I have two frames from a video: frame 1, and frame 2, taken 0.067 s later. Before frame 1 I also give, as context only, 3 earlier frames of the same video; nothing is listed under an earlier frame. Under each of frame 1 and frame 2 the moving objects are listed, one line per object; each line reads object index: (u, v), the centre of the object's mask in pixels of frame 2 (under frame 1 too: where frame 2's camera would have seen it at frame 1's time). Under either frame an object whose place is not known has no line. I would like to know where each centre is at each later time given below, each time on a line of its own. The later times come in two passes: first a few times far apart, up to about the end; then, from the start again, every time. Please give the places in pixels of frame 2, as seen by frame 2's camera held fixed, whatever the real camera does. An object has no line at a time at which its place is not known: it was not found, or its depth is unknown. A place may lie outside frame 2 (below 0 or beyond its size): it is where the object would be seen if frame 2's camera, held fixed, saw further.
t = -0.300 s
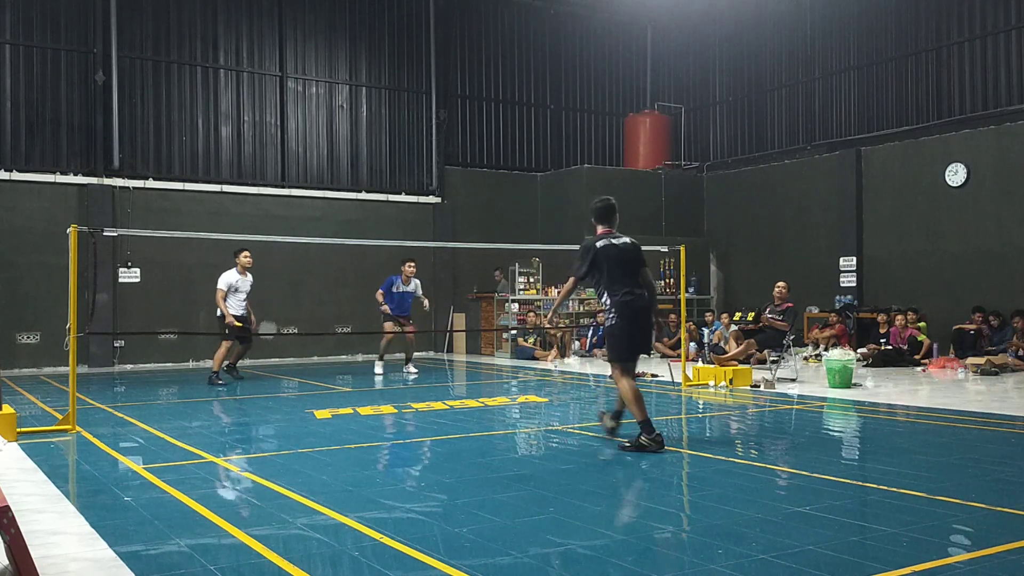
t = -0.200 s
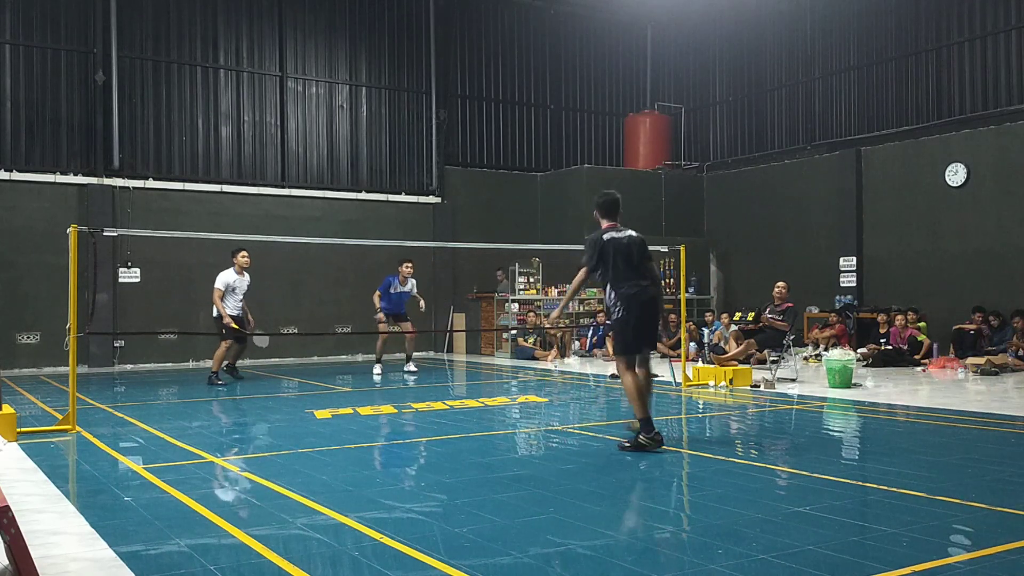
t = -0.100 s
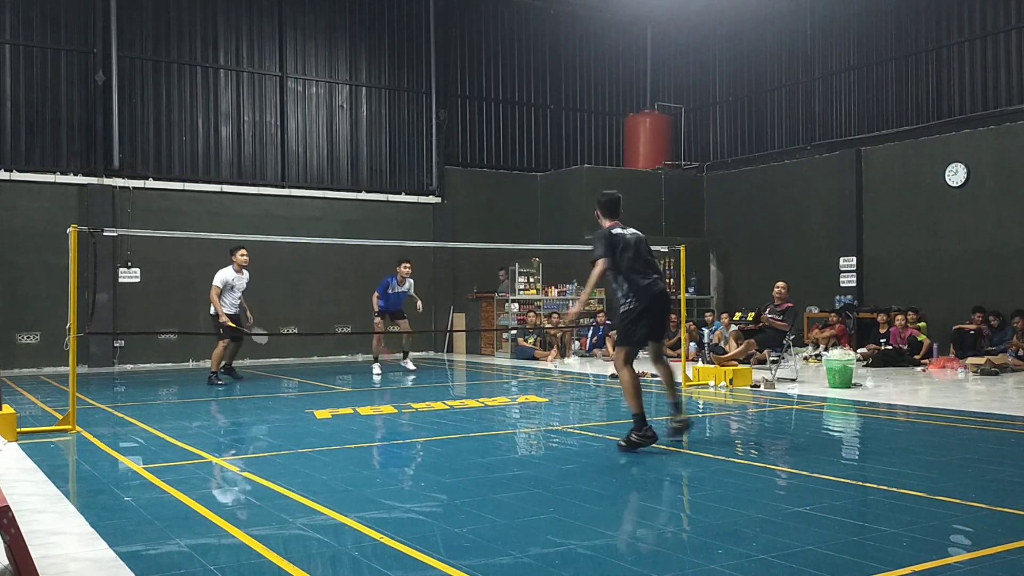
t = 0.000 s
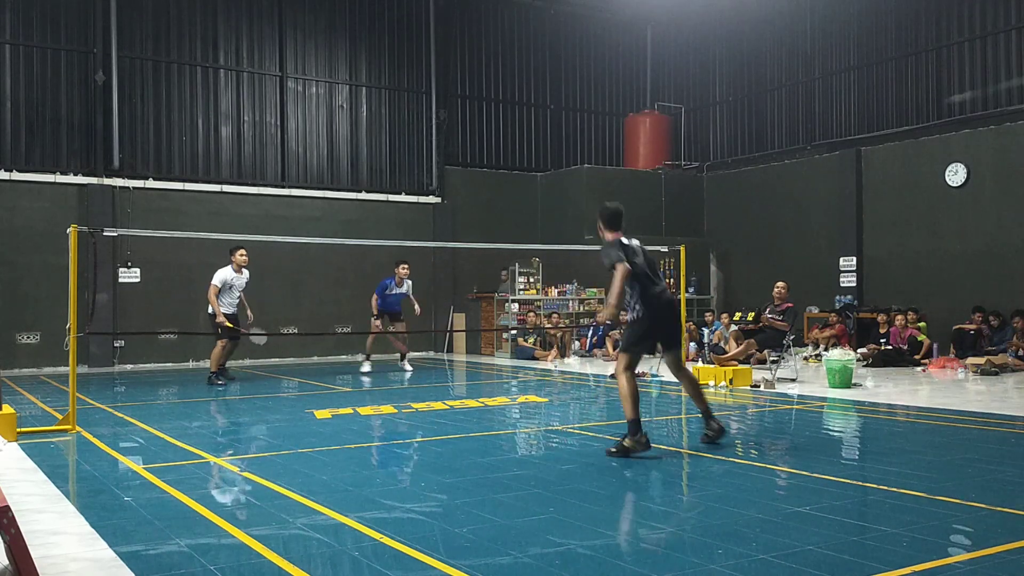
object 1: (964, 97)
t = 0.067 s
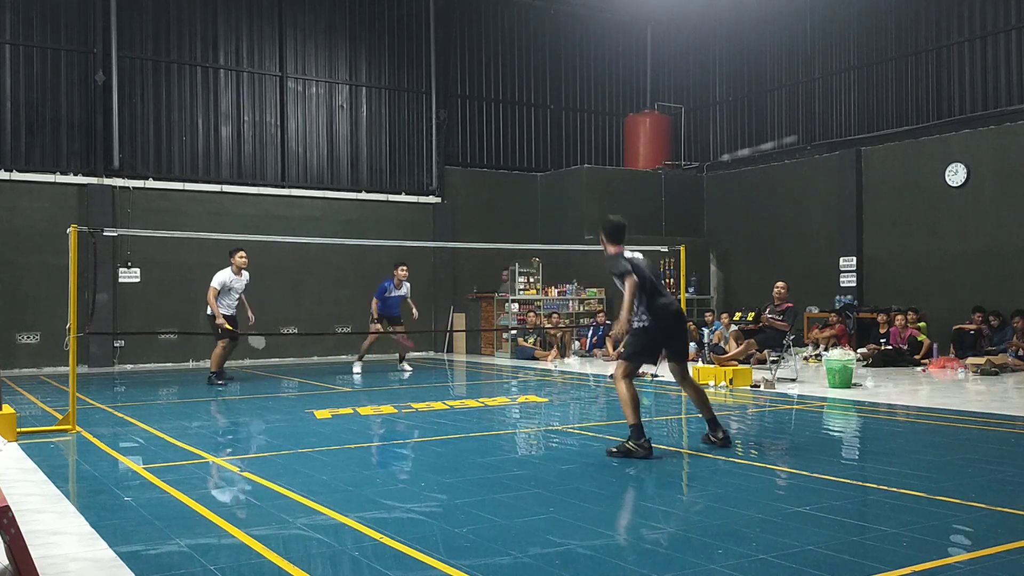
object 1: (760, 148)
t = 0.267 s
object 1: (537, 220)
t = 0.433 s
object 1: (472, 259)
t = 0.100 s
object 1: (688, 168)
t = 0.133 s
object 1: (645, 181)
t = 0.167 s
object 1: (608, 193)
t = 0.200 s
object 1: (580, 203)
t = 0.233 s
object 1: (556, 212)
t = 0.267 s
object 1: (537, 220)
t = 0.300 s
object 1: (521, 228)
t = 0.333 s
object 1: (506, 236)
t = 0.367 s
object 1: (494, 244)
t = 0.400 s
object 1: (482, 252)
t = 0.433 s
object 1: (472, 259)
